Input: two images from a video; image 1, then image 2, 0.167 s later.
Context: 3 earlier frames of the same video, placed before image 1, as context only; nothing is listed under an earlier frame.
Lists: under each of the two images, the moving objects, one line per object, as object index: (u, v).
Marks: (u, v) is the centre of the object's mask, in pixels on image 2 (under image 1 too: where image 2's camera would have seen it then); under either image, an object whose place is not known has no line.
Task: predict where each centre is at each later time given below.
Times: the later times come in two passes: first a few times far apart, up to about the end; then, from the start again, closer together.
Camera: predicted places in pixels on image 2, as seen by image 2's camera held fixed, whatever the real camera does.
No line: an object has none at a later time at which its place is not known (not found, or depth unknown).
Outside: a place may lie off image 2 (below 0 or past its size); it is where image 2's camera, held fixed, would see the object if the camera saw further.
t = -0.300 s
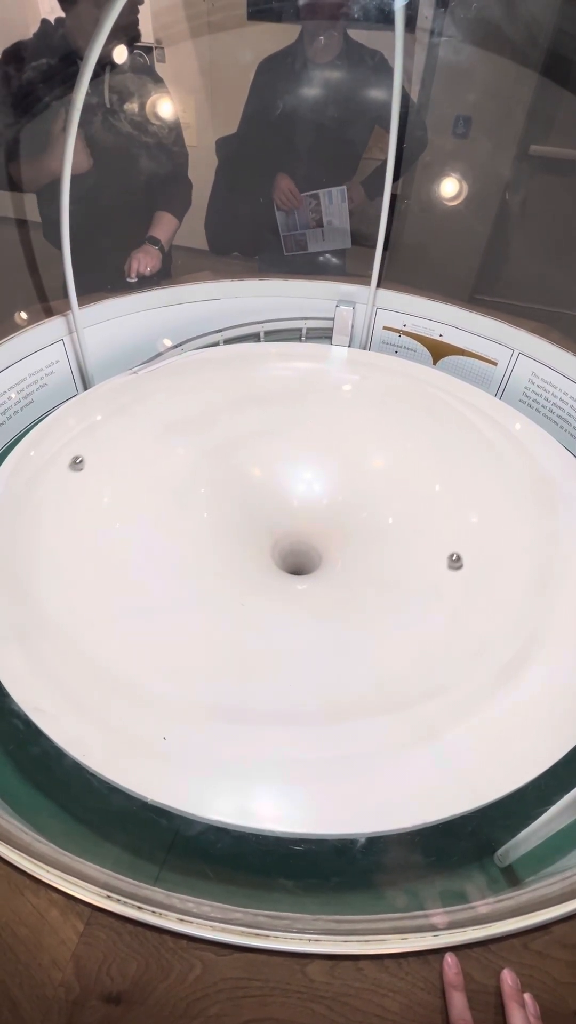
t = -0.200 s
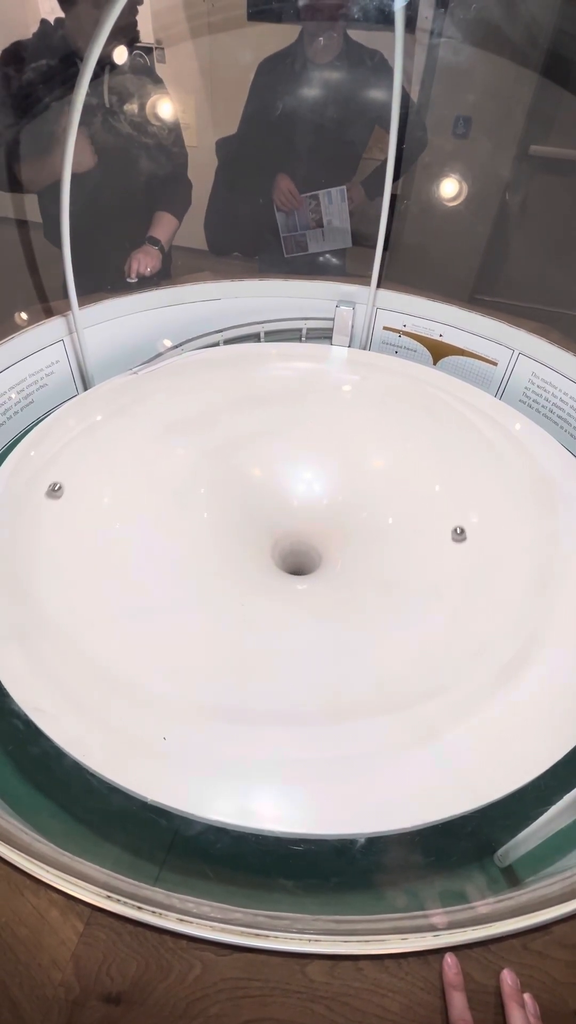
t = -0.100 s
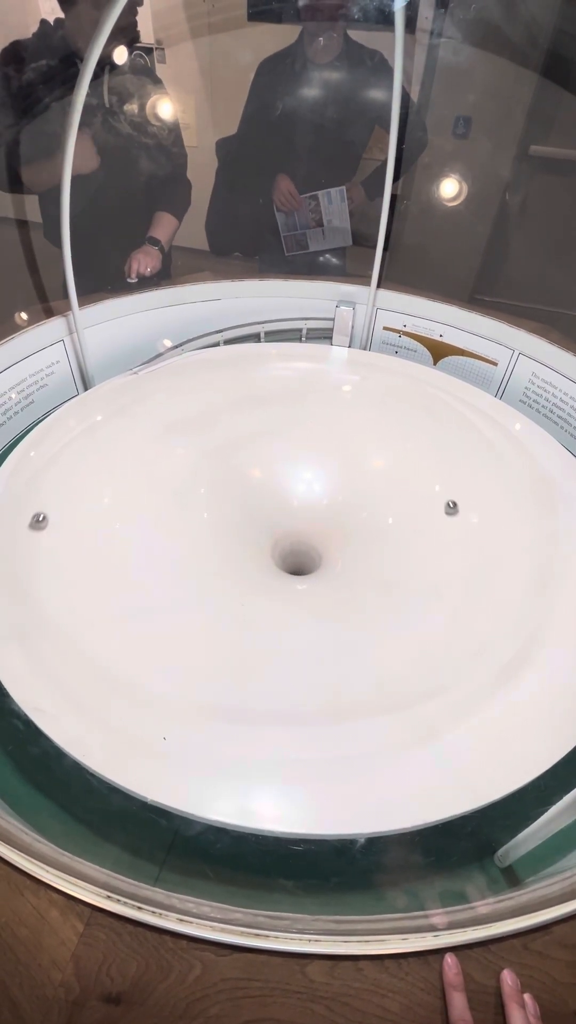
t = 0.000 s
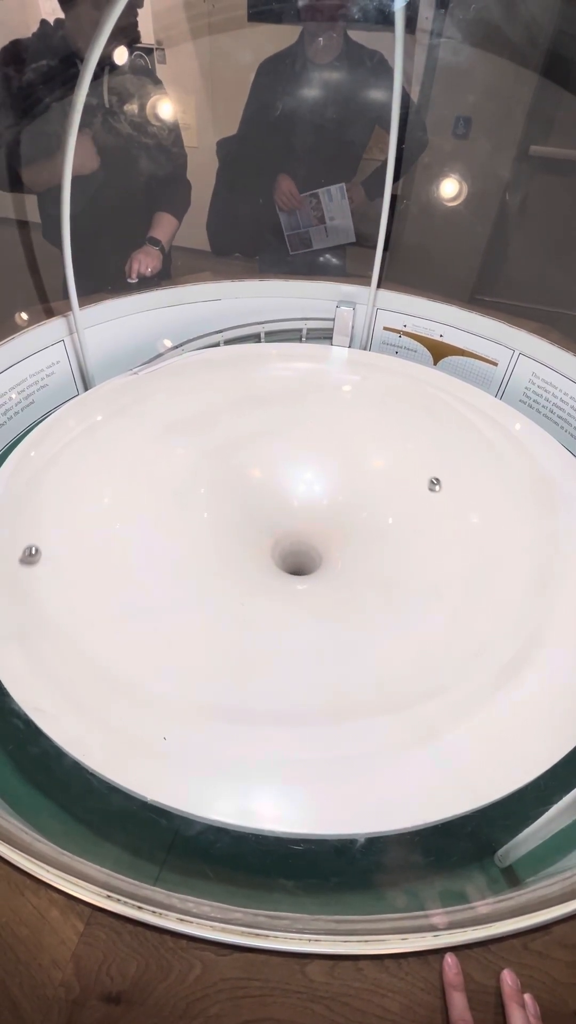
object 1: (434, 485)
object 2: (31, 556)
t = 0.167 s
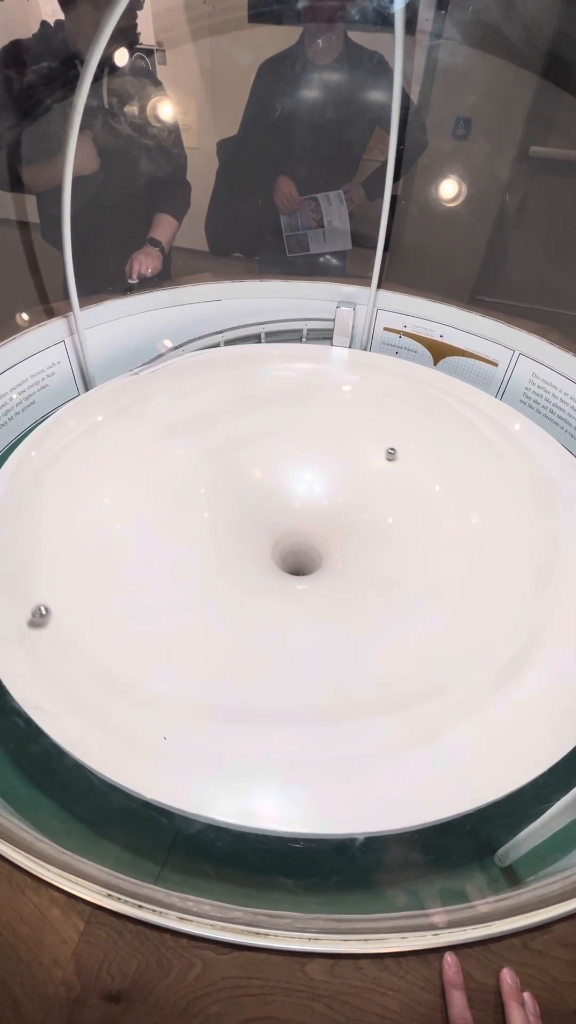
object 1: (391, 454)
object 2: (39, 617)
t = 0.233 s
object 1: (370, 446)
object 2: (53, 641)
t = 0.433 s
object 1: (302, 434)
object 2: (130, 702)
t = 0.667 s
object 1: (222, 446)
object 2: (274, 724)
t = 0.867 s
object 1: (168, 477)
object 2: (394, 689)
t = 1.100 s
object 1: (142, 537)
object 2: (476, 606)
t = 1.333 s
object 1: (179, 602)
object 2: (483, 516)
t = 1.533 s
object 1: (261, 636)
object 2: (451, 452)
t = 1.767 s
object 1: (369, 619)
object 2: (389, 400)
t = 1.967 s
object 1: (422, 567)
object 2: (331, 374)
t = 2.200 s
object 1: (418, 495)
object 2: (263, 362)
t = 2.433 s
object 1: (367, 442)
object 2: (198, 367)
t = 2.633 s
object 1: (310, 420)
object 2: (147, 386)
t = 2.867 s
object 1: (243, 422)
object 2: (98, 428)
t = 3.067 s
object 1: (194, 446)
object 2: (72, 481)
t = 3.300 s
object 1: (163, 502)
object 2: (83, 562)
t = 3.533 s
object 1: (189, 575)
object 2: (166, 644)
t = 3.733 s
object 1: (269, 622)
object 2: (290, 682)
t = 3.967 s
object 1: (382, 618)
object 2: (437, 661)
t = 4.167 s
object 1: (443, 576)
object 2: (514, 602)
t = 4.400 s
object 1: (449, 514)
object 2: (536, 525)
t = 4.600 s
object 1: (410, 470)
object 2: (514, 469)
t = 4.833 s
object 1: (338, 441)
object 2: (460, 421)
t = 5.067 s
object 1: (257, 440)
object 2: (389, 394)
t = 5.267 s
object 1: (195, 462)
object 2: (323, 384)
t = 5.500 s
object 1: (152, 512)
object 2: (242, 391)
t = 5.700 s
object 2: (176, 412)
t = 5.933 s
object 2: (109, 459)
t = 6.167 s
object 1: (336, 628)
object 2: (69, 528)
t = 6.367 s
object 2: (74, 603)
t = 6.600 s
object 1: (423, 517)
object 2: (145, 685)
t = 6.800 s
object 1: (390, 463)
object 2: (257, 723)
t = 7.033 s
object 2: (399, 707)
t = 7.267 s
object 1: (260, 422)
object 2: (489, 635)
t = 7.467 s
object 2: (509, 561)
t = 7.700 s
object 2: (479, 483)
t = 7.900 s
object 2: (425, 433)
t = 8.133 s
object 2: (349, 396)
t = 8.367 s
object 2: (271, 381)
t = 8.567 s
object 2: (206, 384)
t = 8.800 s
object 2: (137, 404)
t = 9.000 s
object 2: (87, 437)
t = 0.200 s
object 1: (381, 450)
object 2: (45, 629)
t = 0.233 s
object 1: (370, 446)
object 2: (53, 641)
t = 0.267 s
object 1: (359, 443)
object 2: (61, 653)
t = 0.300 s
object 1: (348, 440)
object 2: (72, 664)
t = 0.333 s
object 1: (336, 437)
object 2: (85, 675)
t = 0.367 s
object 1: (325, 436)
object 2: (98, 685)
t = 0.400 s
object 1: (314, 434)
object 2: (114, 694)
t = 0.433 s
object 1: (302, 434)
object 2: (130, 702)
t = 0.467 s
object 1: (290, 434)
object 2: (149, 710)
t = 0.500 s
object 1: (278, 434)
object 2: (168, 716)
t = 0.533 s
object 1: (267, 436)
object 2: (188, 720)
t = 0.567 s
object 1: (255, 437)
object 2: (209, 723)
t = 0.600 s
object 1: (244, 440)
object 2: (231, 725)
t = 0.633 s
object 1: (233, 442)
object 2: (252, 725)
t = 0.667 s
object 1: (222, 446)
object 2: (274, 724)
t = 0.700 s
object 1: (212, 449)
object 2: (296, 722)
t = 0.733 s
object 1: (202, 454)
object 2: (317, 718)
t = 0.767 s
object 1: (193, 459)
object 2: (337, 713)
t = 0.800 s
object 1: (184, 464)
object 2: (358, 706)
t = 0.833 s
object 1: (176, 471)
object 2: (376, 698)
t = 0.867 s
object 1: (168, 477)
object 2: (394, 689)
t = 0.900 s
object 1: (162, 485)
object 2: (410, 679)
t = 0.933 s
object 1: (156, 492)
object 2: (425, 669)
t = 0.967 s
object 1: (151, 500)
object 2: (438, 658)
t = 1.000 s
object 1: (147, 509)
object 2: (450, 645)
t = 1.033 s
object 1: (144, 518)
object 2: (460, 632)
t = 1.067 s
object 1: (143, 527)
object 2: (469, 619)
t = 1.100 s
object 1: (142, 537)
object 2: (476, 606)
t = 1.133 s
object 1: (144, 546)
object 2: (481, 593)
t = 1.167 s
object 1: (146, 556)
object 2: (484, 580)
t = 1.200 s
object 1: (149, 565)
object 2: (487, 567)
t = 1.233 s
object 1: (155, 575)
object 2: (488, 554)
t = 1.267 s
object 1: (162, 584)
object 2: (487, 541)
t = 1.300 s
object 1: (170, 593)
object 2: (486, 529)
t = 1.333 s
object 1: (179, 602)
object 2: (483, 516)
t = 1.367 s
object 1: (190, 610)
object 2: (480, 504)
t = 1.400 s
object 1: (202, 617)
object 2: (476, 493)
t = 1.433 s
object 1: (216, 623)
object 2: (470, 482)
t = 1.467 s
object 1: (230, 629)
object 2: (464, 471)
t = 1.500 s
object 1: (245, 633)
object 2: (457, 461)
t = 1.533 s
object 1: (261, 636)
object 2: (451, 452)
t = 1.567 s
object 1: (277, 638)
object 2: (443, 443)
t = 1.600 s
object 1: (294, 637)
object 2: (435, 434)
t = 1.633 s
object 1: (310, 637)
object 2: (426, 427)
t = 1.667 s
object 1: (327, 634)
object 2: (417, 419)
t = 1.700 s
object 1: (342, 630)
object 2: (408, 412)
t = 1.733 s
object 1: (356, 625)
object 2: (398, 406)
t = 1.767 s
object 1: (369, 619)
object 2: (389, 400)
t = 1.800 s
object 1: (382, 612)
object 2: (380, 394)
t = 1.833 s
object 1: (392, 604)
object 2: (370, 389)
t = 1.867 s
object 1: (402, 596)
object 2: (360, 385)
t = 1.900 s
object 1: (410, 587)
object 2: (351, 381)
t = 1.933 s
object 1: (417, 577)
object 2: (341, 378)
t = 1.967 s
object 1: (422, 567)
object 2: (331, 374)
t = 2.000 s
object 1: (425, 556)
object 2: (321, 371)
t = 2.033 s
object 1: (427, 546)
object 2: (312, 369)
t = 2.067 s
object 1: (428, 536)
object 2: (302, 367)
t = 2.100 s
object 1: (427, 525)
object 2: (292, 365)
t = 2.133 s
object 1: (425, 515)
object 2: (282, 364)
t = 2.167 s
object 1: (422, 505)
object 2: (273, 363)
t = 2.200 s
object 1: (418, 495)
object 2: (263, 362)
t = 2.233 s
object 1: (412, 486)
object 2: (254, 362)
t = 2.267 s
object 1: (406, 477)
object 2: (244, 362)
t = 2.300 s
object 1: (399, 469)
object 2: (235, 362)
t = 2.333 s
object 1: (392, 461)
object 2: (225, 363)
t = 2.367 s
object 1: (384, 454)
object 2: (216, 363)
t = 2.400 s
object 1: (375, 447)
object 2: (207, 365)
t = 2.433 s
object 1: (367, 442)
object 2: (198, 367)
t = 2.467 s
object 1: (358, 436)
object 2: (189, 369)
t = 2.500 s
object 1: (348, 432)
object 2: (181, 372)
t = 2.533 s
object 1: (339, 428)
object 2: (172, 375)
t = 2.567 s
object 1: (329, 425)
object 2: (164, 378)
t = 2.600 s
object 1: (320, 422)
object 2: (156, 382)
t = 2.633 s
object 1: (310, 420)
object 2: (147, 386)
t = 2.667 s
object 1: (300, 419)
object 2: (139, 391)
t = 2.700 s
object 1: (291, 418)
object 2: (132, 396)
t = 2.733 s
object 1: (281, 417)
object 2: (124, 402)
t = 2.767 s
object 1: (271, 418)
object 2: (117, 408)
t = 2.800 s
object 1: (262, 419)
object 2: (110, 414)
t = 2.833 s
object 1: (252, 420)
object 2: (104, 421)
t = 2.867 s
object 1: (243, 422)
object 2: (98, 428)
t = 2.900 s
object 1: (234, 424)
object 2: (92, 436)
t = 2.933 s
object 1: (225, 428)
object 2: (87, 444)
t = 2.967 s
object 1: (217, 431)
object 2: (82, 453)
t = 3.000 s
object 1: (209, 436)
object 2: (78, 462)
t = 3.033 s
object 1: (201, 441)
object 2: (75, 471)
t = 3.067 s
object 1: (194, 446)
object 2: (72, 481)
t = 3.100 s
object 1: (187, 452)
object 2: (71, 491)
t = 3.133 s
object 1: (181, 459)
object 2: (70, 502)
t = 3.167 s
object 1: (176, 466)
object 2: (70, 514)
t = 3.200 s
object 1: (171, 474)
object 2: (71, 526)
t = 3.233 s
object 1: (168, 483)
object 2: (74, 538)
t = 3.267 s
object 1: (165, 492)
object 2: (78, 550)
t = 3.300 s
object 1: (163, 502)
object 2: (83, 562)
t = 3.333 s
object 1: (163, 512)
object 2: (90, 575)
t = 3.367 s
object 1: (163, 522)
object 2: (98, 587)
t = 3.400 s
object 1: (166, 533)
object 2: (108, 600)
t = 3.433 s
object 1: (169, 544)
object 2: (120, 612)
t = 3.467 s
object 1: (174, 554)
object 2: (134, 623)
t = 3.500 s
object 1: (181, 565)
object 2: (149, 634)
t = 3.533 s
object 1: (189, 575)
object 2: (166, 644)
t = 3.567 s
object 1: (199, 585)
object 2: (183, 654)
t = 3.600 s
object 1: (210, 594)
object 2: (203, 662)
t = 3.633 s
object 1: (223, 603)
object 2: (224, 669)
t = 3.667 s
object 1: (237, 610)
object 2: (245, 675)
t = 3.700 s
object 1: (252, 616)
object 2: (267, 679)
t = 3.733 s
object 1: (269, 622)
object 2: (290, 682)
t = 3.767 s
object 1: (285, 625)
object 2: (313, 684)
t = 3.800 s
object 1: (302, 627)
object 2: (335, 683)
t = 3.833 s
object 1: (319, 628)
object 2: (358, 682)
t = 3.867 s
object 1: (336, 628)
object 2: (379, 678)
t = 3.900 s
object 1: (352, 626)
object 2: (400, 673)
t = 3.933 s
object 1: (367, 622)
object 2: (419, 668)
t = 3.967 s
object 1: (382, 618)
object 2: (437, 661)
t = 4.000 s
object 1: (395, 613)
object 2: (454, 652)
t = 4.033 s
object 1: (407, 606)
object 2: (469, 643)
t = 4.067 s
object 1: (418, 600)
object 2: (483, 634)
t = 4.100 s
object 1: (428, 592)
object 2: (495, 623)
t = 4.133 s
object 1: (436, 584)
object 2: (505, 613)
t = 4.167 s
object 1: (443, 576)
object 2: (514, 602)
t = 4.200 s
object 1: (448, 567)
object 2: (521, 591)
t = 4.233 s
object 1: (451, 558)
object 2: (527, 580)
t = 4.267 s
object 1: (453, 549)
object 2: (531, 569)
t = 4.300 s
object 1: (454, 540)
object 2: (535, 558)
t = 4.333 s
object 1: (453, 531)
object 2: (536, 547)
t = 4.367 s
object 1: (452, 522)
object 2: (537, 536)
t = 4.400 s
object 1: (449, 514)
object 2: (536, 525)
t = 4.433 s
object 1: (444, 505)
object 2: (535, 515)
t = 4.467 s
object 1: (439, 497)
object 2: (533, 505)
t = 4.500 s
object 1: (433, 490)
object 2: (529, 495)
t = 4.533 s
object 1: (426, 483)
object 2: (525, 486)
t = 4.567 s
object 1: (418, 476)
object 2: (520, 478)
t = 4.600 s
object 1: (410, 470)
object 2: (514, 469)
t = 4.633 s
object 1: (401, 464)
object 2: (508, 461)
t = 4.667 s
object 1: (391, 459)
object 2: (501, 453)
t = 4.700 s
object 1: (381, 454)
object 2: (493, 446)
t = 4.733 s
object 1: (371, 450)
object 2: (486, 439)
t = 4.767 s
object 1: (360, 446)
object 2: (477, 433)
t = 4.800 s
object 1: (349, 443)
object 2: (469, 427)
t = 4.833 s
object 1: (338, 441)
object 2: (460, 421)
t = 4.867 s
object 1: (326, 439)
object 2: (451, 416)
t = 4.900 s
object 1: (314, 438)
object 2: (441, 412)
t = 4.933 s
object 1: (303, 437)
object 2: (431, 407)
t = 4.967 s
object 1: (291, 437)
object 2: (420, 403)
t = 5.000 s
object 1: (280, 437)
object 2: (410, 400)
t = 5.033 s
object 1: (268, 439)
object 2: (400, 397)
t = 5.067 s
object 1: (257, 440)
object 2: (389, 394)
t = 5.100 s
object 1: (245, 442)
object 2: (378, 391)
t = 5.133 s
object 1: (235, 445)
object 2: (367, 389)
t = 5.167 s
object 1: (224, 448)
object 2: (356, 387)
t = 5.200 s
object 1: (214, 452)
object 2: (345, 386)
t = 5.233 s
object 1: (204, 457)
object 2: (334, 385)
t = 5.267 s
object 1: (195, 462)
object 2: (323, 384)
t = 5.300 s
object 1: (187, 467)
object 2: (311, 384)
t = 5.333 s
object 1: (179, 474)
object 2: (300, 384)
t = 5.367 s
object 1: (172, 480)
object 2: (288, 385)
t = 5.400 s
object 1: (165, 487)
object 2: (276, 386)
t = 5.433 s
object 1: (160, 495)
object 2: (265, 387)
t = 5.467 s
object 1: (155, 503)
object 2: (253, 388)
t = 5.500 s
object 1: (152, 512)
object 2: (242, 391)
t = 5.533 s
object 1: (150, 520)
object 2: (231, 393)
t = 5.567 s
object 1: (148, 530)
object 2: (220, 396)
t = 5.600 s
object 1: (148, 539)
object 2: (208, 400)
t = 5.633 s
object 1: (150, 549)
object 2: (197, 403)
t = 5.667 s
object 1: (153, 558)
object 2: (187, 408)
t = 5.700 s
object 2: (176, 412)
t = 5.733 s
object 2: (165, 418)
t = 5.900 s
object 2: (117, 451)
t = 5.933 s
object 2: (109, 459)
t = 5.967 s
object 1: (242, 627)
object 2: (101, 467)
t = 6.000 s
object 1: (257, 631)
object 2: (94, 476)
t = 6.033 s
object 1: (273, 633)
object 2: (87, 485)
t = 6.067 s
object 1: (289, 634)
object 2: (81, 496)
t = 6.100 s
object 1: (306, 633)
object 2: (76, 506)
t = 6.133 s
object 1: (321, 631)
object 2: (72, 517)
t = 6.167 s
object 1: (336, 628)
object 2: (69, 528)
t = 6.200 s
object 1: (351, 624)
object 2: (67, 540)
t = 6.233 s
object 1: (365, 618)
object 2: (66, 552)
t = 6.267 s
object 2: (66, 564)
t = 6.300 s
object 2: (67, 577)
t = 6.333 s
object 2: (70, 590)
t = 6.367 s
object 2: (74, 603)
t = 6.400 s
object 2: (80, 616)
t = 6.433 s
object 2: (86, 628)
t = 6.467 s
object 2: (95, 641)
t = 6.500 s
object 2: (105, 652)
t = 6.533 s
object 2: (117, 664)
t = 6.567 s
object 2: (131, 675)
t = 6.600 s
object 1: (423, 517)
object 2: (145, 685)
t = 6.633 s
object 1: (420, 507)
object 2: (161, 695)
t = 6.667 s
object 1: (415, 497)
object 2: (178, 703)
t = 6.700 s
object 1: (410, 488)
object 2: (197, 710)
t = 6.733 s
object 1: (404, 479)
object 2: (216, 715)
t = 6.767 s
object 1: (397, 471)
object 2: (236, 720)
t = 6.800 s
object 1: (390, 463)
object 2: (257, 723)
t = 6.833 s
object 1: (382, 456)
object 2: (278, 725)
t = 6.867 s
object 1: (374, 450)
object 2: (299, 726)
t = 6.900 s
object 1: (365, 444)
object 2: (320, 725)
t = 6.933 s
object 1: (356, 439)
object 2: (341, 722)
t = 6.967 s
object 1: (347, 434)
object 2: (361, 718)
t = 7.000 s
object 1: (337, 430)
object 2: (380, 713)
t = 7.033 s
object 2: (399, 707)
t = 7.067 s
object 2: (415, 699)
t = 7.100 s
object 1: (309, 423)
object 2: (432, 690)
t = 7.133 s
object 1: (299, 422)
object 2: (446, 680)
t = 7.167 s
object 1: (289, 421)
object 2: (459, 670)
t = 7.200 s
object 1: (279, 421)
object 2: (471, 658)
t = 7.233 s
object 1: (269, 421)
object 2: (481, 647)
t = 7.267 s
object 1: (260, 422)
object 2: (489, 635)
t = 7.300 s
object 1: (251, 424)
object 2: (496, 623)
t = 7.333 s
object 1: (241, 427)
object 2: (502, 610)
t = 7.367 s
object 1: (233, 429)
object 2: (505, 598)
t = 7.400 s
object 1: (224, 433)
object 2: (508, 586)
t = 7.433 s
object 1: (216, 437)
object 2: (509, 573)
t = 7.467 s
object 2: (509, 561)
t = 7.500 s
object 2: (508, 549)
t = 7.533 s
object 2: (506, 537)
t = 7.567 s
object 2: (502, 526)
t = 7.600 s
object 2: (498, 514)
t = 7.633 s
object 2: (492, 503)
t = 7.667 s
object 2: (486, 493)
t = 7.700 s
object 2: (479, 483)
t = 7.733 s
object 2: (471, 474)
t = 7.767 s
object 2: (463, 465)
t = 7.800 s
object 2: (454, 456)
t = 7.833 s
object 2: (445, 448)
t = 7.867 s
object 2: (435, 440)
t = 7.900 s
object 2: (425, 433)
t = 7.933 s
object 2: (415, 426)
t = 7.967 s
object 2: (404, 420)
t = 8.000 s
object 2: (393, 414)
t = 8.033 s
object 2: (382, 409)
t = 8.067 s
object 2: (372, 404)
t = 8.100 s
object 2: (360, 400)
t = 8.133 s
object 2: (349, 396)
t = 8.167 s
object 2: (338, 392)
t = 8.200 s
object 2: (327, 390)
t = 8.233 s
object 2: (316, 387)
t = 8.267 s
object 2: (305, 385)
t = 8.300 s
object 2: (293, 383)
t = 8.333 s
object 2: (282, 382)
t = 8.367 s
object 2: (271, 381)
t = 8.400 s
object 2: (260, 381)
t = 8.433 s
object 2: (249, 381)
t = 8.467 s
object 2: (238, 381)
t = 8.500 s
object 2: (228, 381)
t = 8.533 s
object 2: (217, 382)
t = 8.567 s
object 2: (206, 384)
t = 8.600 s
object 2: (196, 386)
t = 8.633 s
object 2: (186, 388)
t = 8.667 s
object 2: (176, 390)
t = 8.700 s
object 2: (166, 393)
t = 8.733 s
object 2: (156, 396)
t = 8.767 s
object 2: (147, 400)
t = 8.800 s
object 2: (137, 404)
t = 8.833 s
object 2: (128, 409)
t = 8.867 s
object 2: (119, 413)
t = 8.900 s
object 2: (111, 419)
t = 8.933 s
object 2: (102, 425)
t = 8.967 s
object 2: (95, 430)
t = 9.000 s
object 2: (87, 437)
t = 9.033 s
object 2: (80, 444)
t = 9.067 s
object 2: (73, 451)
